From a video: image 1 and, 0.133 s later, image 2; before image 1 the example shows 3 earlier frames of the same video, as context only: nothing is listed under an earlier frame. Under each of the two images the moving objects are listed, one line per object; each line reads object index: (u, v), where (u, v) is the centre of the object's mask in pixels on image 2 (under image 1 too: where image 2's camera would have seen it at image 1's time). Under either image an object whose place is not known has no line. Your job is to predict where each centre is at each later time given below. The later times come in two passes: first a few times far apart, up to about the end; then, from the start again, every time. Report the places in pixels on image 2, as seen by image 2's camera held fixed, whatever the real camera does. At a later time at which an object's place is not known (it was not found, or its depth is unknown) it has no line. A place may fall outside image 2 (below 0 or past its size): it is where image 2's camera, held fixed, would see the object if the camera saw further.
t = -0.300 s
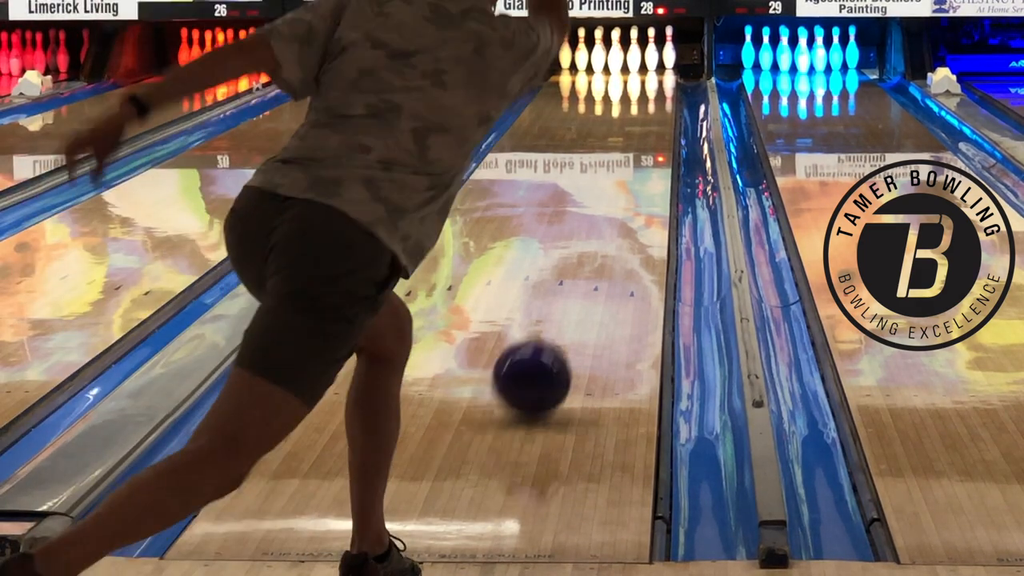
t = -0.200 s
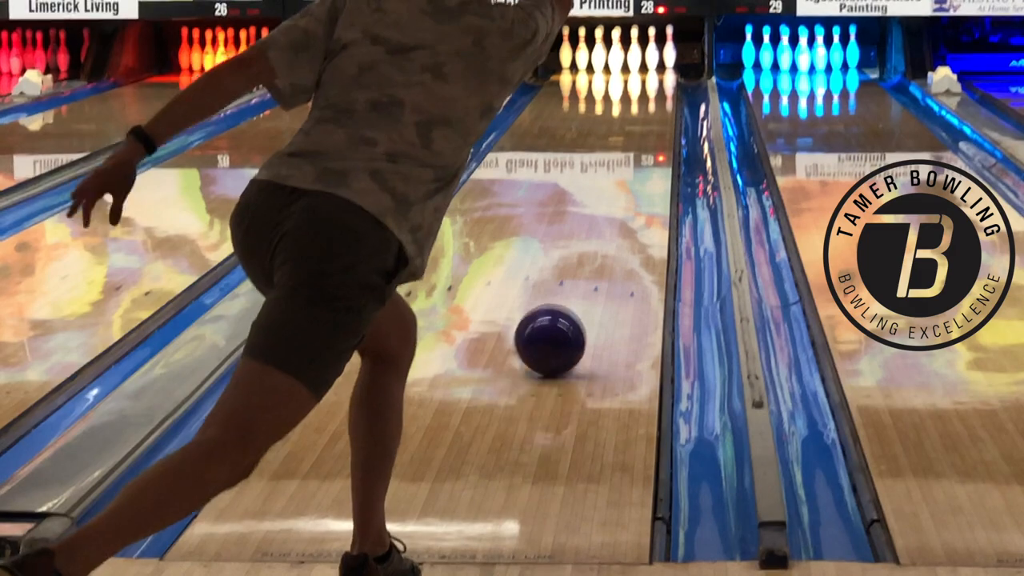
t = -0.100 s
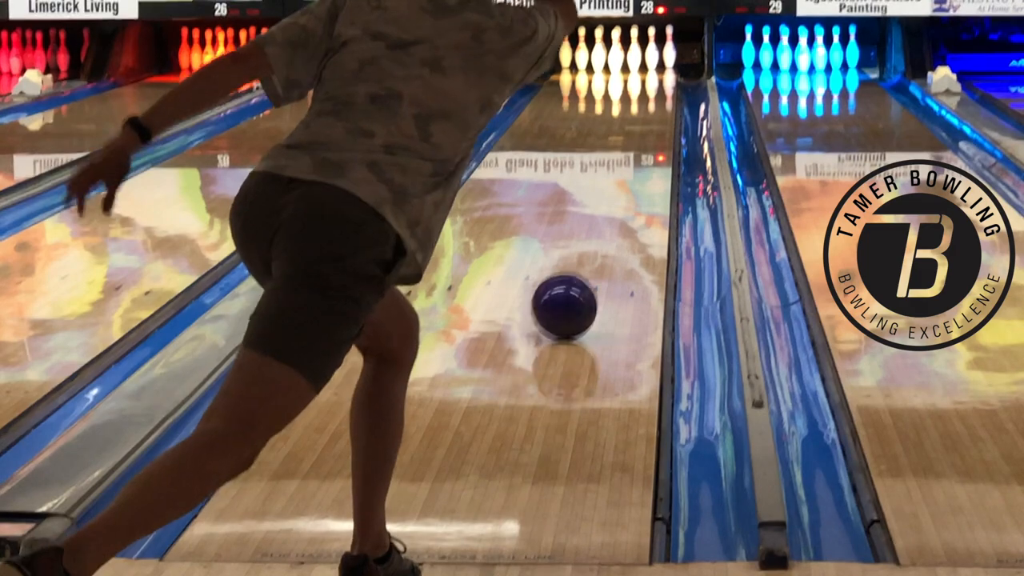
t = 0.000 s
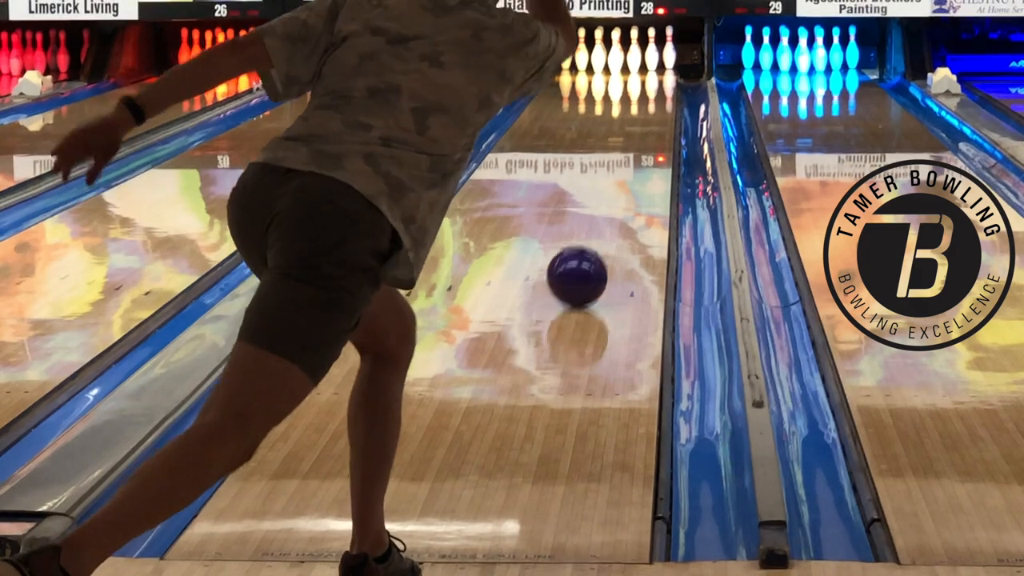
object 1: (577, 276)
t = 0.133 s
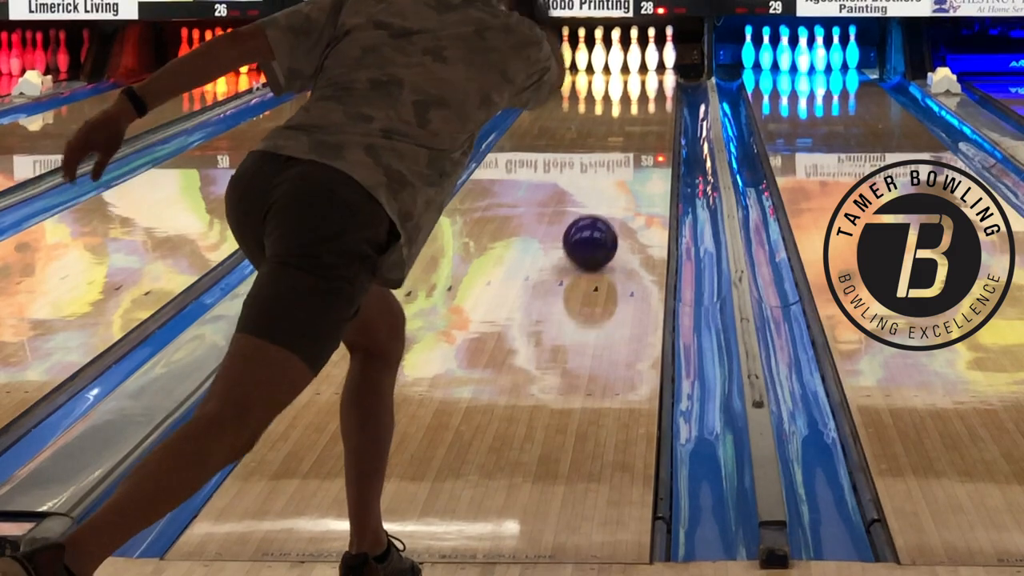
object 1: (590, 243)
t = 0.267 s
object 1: (601, 215)
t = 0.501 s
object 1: (615, 176)
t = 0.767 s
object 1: (626, 142)
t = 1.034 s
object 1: (633, 116)
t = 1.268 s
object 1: (637, 98)
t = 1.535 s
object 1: (637, 82)
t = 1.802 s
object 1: (633, 69)
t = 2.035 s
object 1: (630, 61)
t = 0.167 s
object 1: (593, 236)
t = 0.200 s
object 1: (596, 228)
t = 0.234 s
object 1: (598, 221)
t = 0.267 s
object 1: (601, 215)
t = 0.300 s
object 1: (603, 208)
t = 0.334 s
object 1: (605, 203)
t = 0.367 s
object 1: (607, 197)
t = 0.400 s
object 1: (609, 191)
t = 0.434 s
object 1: (611, 186)
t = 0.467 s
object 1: (613, 181)
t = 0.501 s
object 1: (615, 176)
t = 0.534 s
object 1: (616, 171)
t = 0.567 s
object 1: (618, 167)
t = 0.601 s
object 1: (619, 162)
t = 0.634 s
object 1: (620, 158)
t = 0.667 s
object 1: (622, 154)
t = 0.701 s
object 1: (623, 150)
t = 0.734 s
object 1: (625, 146)
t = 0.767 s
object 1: (626, 142)
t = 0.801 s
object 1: (627, 138)
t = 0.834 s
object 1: (628, 135)
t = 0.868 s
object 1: (629, 132)
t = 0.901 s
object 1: (630, 128)
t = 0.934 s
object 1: (631, 125)
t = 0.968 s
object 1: (631, 122)
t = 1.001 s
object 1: (632, 119)
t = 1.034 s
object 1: (633, 116)
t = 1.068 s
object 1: (633, 114)
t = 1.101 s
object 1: (634, 111)
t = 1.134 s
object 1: (635, 108)
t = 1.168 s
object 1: (635, 106)
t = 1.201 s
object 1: (636, 103)
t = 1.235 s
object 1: (636, 101)
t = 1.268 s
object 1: (637, 98)
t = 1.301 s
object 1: (637, 96)
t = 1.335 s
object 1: (637, 94)
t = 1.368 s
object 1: (638, 92)
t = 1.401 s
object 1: (638, 90)
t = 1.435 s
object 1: (637, 88)
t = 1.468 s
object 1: (637, 86)
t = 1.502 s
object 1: (637, 84)
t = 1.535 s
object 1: (637, 82)
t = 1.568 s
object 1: (637, 80)
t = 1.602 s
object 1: (636, 79)
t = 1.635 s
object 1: (636, 77)
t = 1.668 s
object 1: (636, 75)
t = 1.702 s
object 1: (635, 74)
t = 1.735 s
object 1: (634, 72)
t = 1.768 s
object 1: (634, 71)
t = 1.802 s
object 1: (633, 69)
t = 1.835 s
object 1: (632, 68)
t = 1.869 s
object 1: (631, 66)
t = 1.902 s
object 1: (629, 65)
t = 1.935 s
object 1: (629, 64)
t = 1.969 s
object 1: (628, 62)
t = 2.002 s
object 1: (629, 62)
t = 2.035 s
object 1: (630, 61)
